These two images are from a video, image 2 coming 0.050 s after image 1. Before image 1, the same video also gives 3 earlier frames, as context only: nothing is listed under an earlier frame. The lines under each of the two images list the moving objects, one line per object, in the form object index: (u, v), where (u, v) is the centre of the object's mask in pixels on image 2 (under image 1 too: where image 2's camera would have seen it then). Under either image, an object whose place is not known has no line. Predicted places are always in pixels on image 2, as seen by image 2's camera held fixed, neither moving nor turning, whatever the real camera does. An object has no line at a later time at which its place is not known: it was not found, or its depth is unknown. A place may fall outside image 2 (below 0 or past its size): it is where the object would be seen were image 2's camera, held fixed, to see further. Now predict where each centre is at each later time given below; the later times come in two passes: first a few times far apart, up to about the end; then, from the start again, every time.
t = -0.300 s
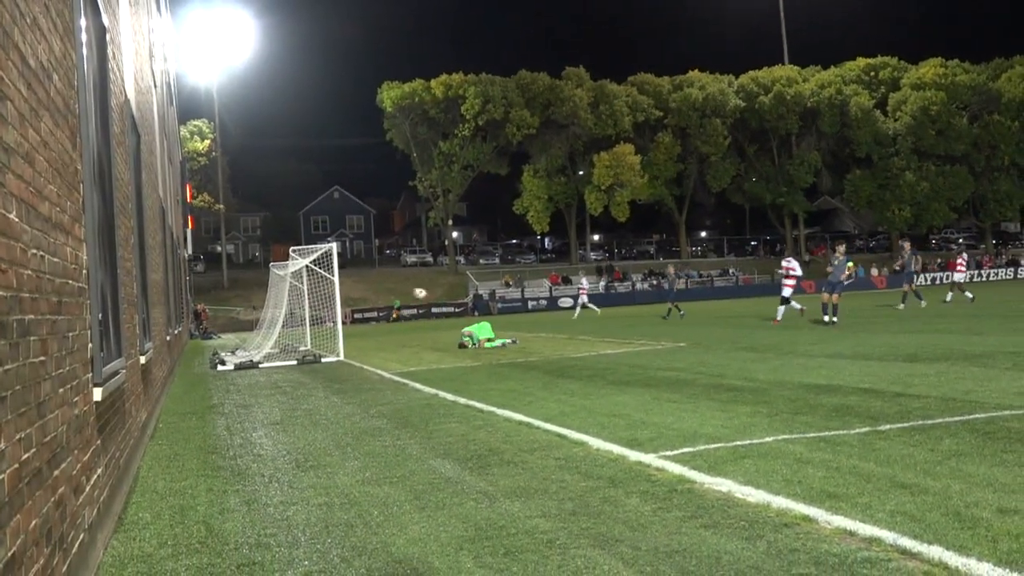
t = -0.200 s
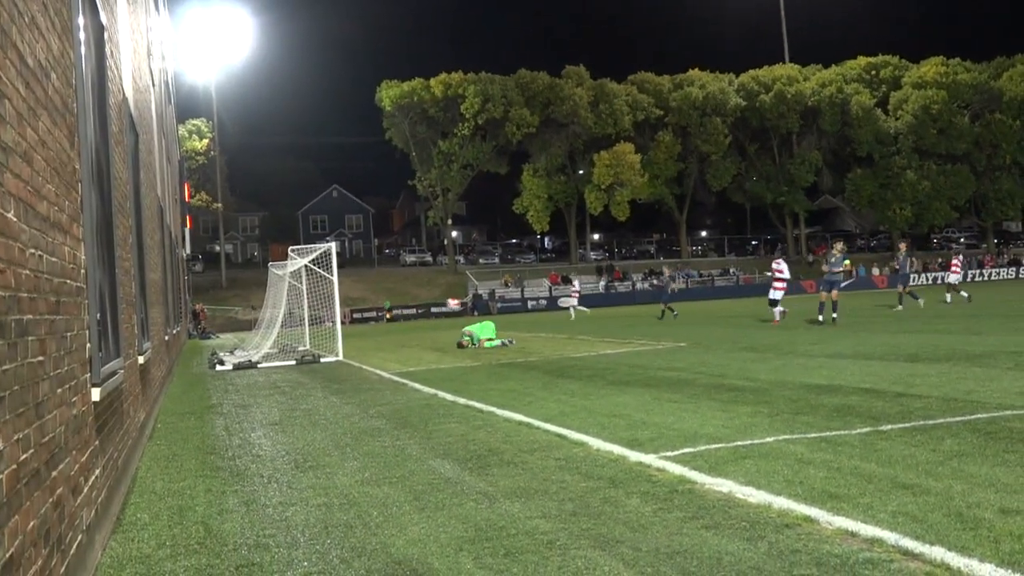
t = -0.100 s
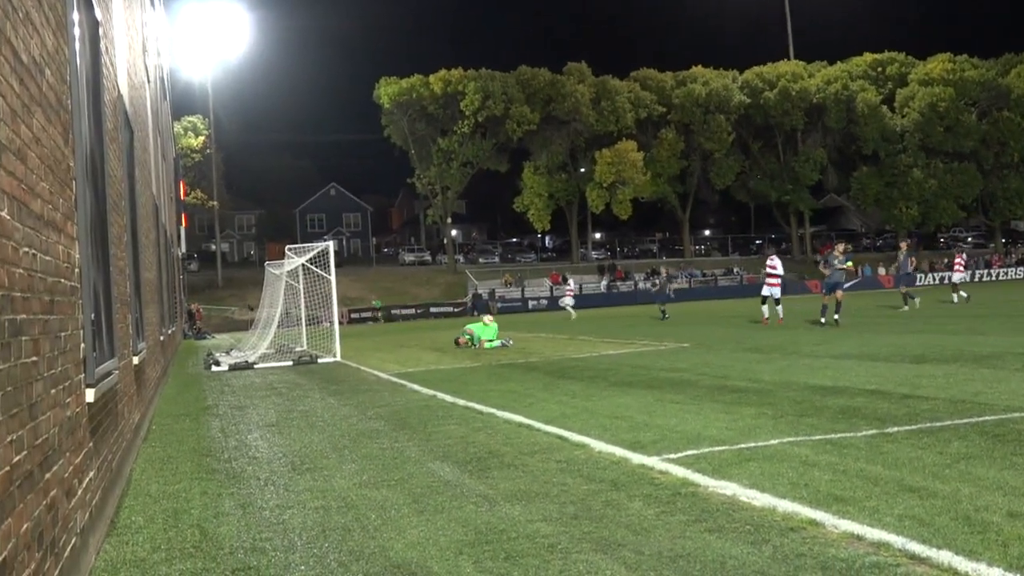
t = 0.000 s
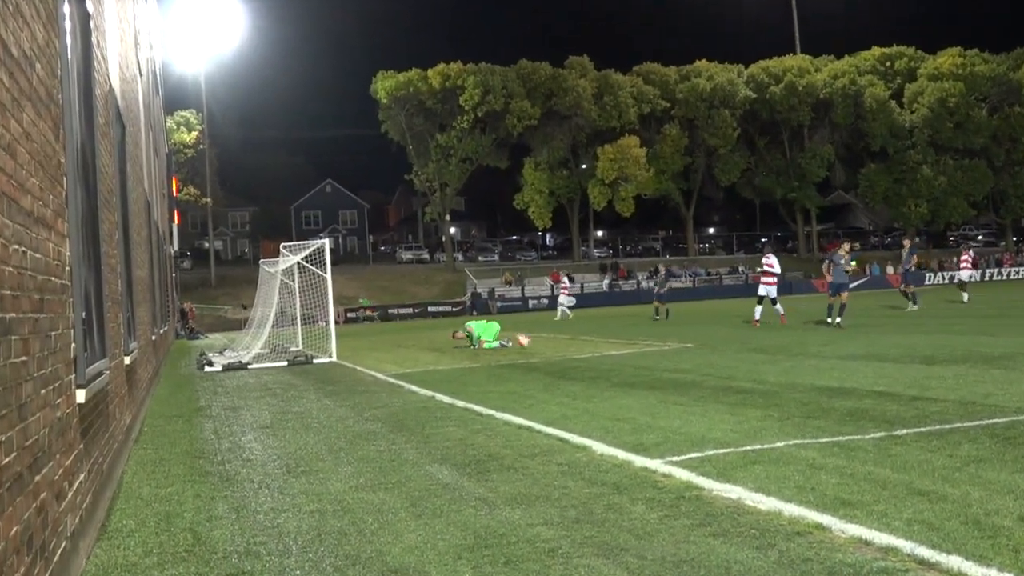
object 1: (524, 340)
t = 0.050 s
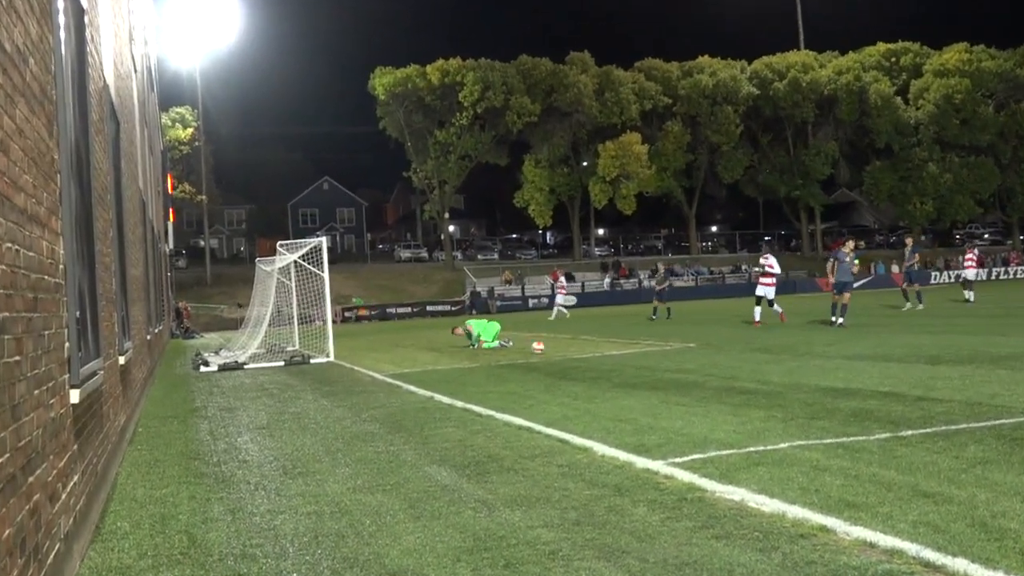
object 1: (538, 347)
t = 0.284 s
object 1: (558, 326)
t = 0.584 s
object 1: (596, 343)
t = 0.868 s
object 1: (633, 341)
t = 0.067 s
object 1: (539, 345)
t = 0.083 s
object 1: (541, 343)
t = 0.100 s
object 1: (543, 340)
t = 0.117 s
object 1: (543, 339)
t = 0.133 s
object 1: (545, 337)
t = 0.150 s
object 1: (546, 335)
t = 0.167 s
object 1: (548, 334)
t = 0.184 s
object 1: (549, 332)
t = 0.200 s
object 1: (551, 330)
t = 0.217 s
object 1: (552, 329)
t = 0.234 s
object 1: (553, 329)
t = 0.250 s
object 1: (555, 327)
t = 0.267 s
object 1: (557, 326)
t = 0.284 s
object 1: (558, 326)
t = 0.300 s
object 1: (560, 326)
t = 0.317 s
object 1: (562, 325)
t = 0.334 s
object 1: (563, 325)
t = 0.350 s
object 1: (566, 325)
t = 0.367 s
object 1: (567, 326)
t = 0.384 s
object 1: (569, 326)
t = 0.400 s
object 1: (571, 326)
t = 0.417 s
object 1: (574, 327)
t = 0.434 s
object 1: (575, 328)
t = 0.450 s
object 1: (577, 329)
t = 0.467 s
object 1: (580, 330)
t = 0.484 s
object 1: (582, 332)
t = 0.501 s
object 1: (584, 334)
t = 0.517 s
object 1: (587, 336)
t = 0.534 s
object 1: (589, 338)
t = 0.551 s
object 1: (591, 339)
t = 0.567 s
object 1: (593, 342)
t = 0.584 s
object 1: (596, 343)
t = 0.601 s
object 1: (598, 343)
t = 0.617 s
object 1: (600, 342)
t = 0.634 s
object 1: (602, 340)
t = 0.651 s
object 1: (604, 340)
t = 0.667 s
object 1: (606, 338)
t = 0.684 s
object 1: (609, 337)
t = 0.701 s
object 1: (611, 337)
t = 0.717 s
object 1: (613, 337)
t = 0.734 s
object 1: (615, 337)
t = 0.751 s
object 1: (617, 338)
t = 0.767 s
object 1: (619, 337)
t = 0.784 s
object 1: (622, 338)
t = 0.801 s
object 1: (624, 339)
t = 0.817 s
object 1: (626, 340)
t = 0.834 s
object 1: (628, 340)
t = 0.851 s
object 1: (631, 342)
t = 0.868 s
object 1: (633, 341)
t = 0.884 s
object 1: (635, 341)
